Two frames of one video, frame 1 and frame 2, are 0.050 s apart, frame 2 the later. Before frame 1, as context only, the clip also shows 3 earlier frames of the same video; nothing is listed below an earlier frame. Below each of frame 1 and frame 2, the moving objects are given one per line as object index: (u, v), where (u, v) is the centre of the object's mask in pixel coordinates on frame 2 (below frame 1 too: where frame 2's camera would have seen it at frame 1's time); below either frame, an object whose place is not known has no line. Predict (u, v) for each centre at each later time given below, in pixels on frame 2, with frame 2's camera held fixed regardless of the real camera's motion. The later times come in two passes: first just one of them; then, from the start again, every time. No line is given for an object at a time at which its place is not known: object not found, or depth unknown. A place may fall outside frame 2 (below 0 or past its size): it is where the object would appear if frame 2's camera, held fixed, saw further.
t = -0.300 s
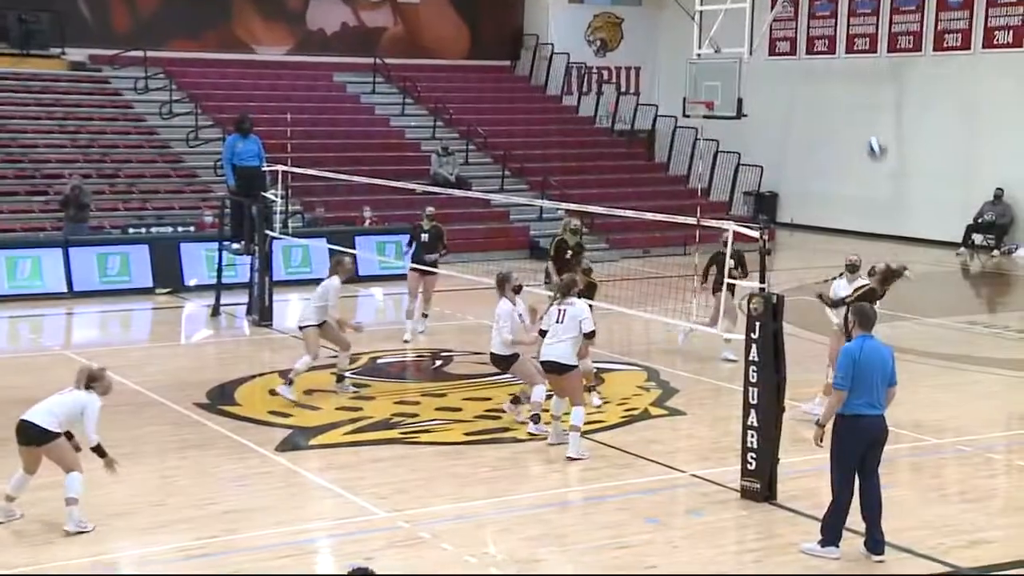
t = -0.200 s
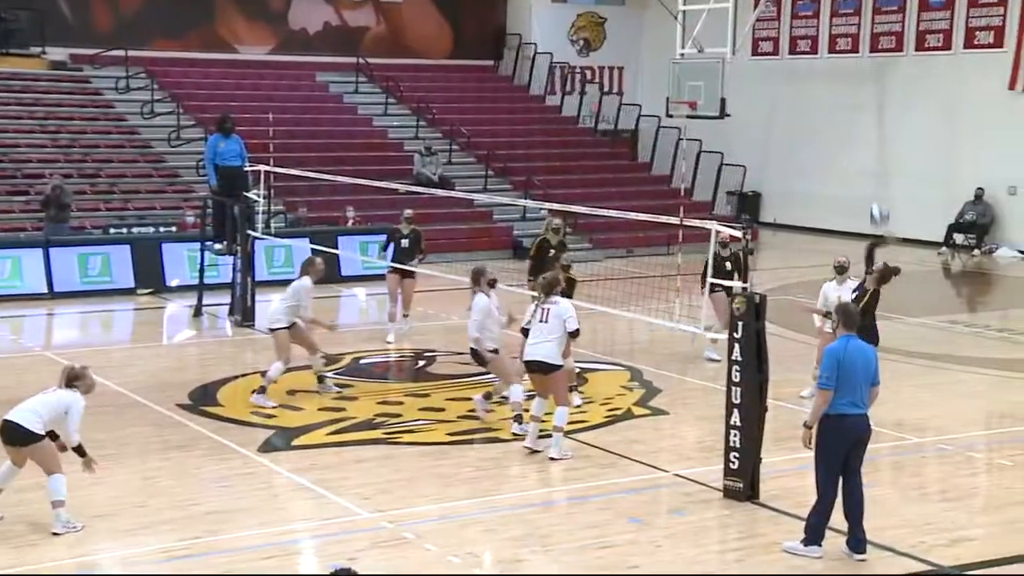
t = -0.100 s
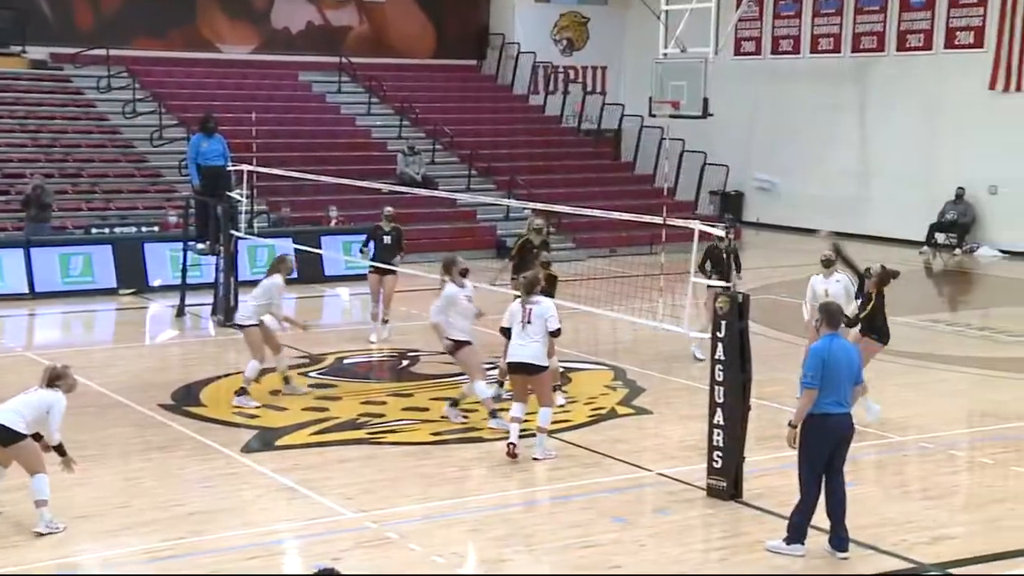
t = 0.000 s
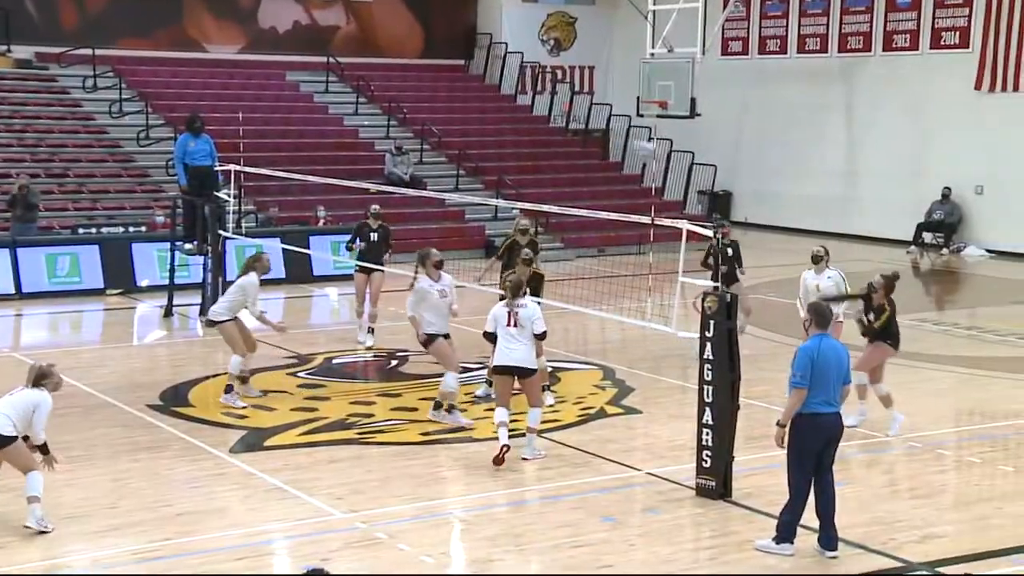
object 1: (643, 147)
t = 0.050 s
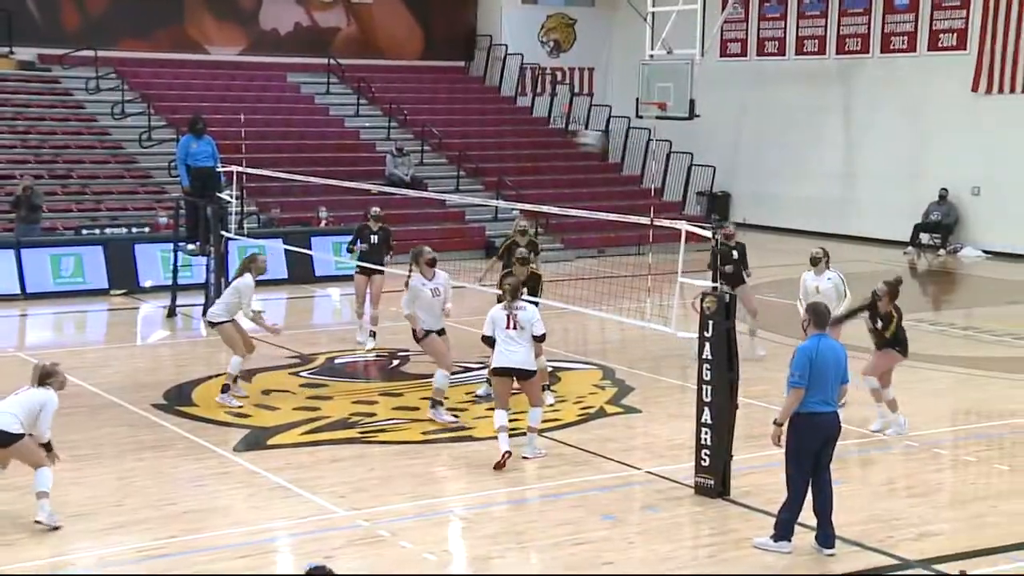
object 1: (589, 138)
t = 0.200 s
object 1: (436, 119)
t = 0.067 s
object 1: (573, 137)
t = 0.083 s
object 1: (555, 134)
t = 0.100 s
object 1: (538, 130)
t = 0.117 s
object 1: (521, 127)
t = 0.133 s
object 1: (505, 124)
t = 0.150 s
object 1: (487, 122)
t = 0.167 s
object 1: (471, 120)
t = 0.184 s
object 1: (453, 120)
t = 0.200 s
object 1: (436, 119)
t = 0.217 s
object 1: (419, 117)
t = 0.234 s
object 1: (403, 116)
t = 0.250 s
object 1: (385, 113)
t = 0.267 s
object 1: (367, 115)
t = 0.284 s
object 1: (349, 114)
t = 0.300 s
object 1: (333, 116)
